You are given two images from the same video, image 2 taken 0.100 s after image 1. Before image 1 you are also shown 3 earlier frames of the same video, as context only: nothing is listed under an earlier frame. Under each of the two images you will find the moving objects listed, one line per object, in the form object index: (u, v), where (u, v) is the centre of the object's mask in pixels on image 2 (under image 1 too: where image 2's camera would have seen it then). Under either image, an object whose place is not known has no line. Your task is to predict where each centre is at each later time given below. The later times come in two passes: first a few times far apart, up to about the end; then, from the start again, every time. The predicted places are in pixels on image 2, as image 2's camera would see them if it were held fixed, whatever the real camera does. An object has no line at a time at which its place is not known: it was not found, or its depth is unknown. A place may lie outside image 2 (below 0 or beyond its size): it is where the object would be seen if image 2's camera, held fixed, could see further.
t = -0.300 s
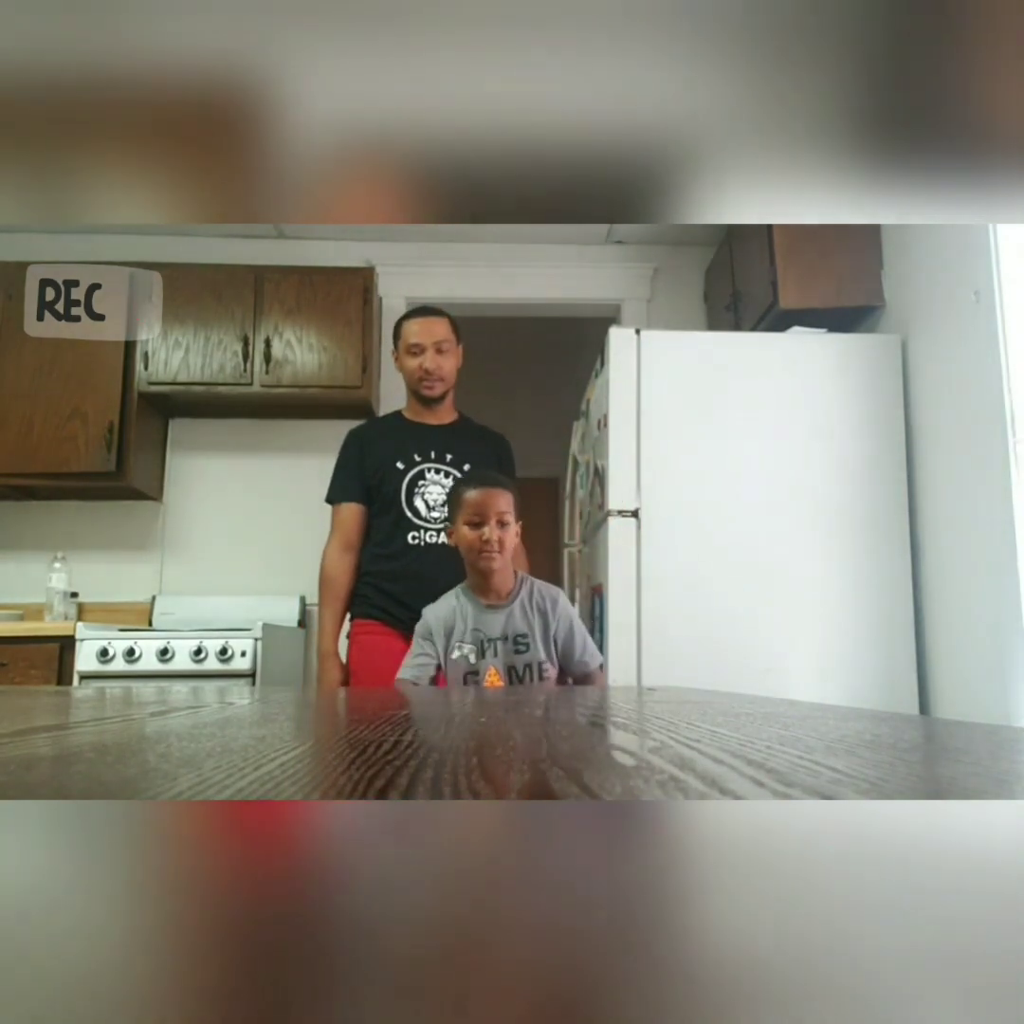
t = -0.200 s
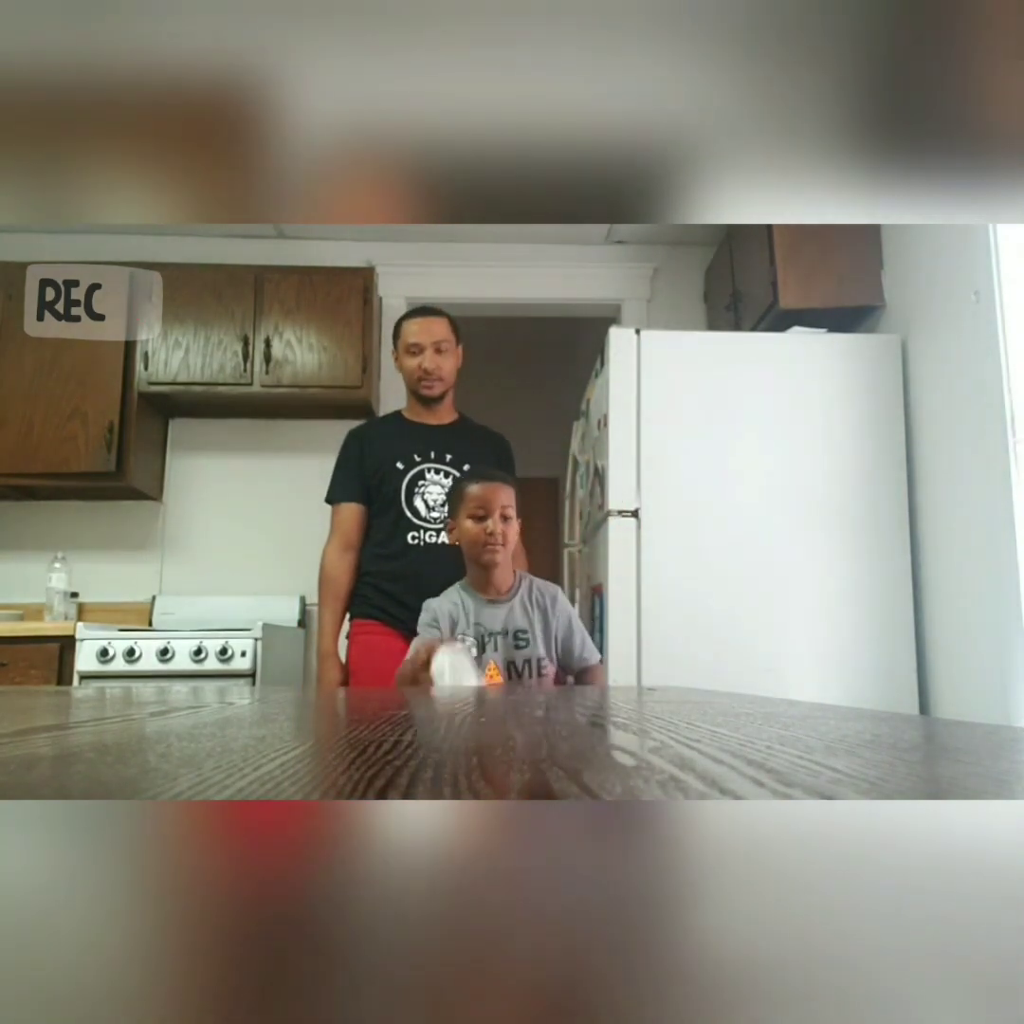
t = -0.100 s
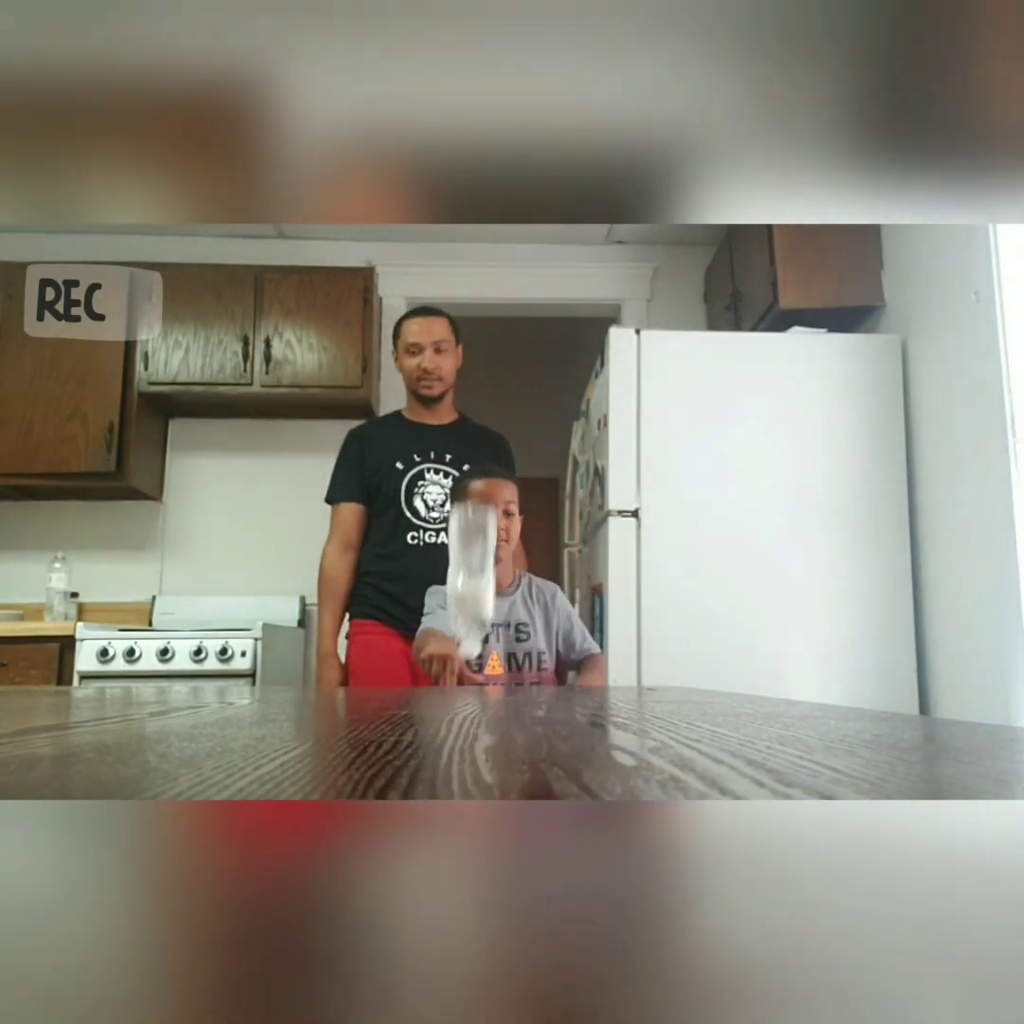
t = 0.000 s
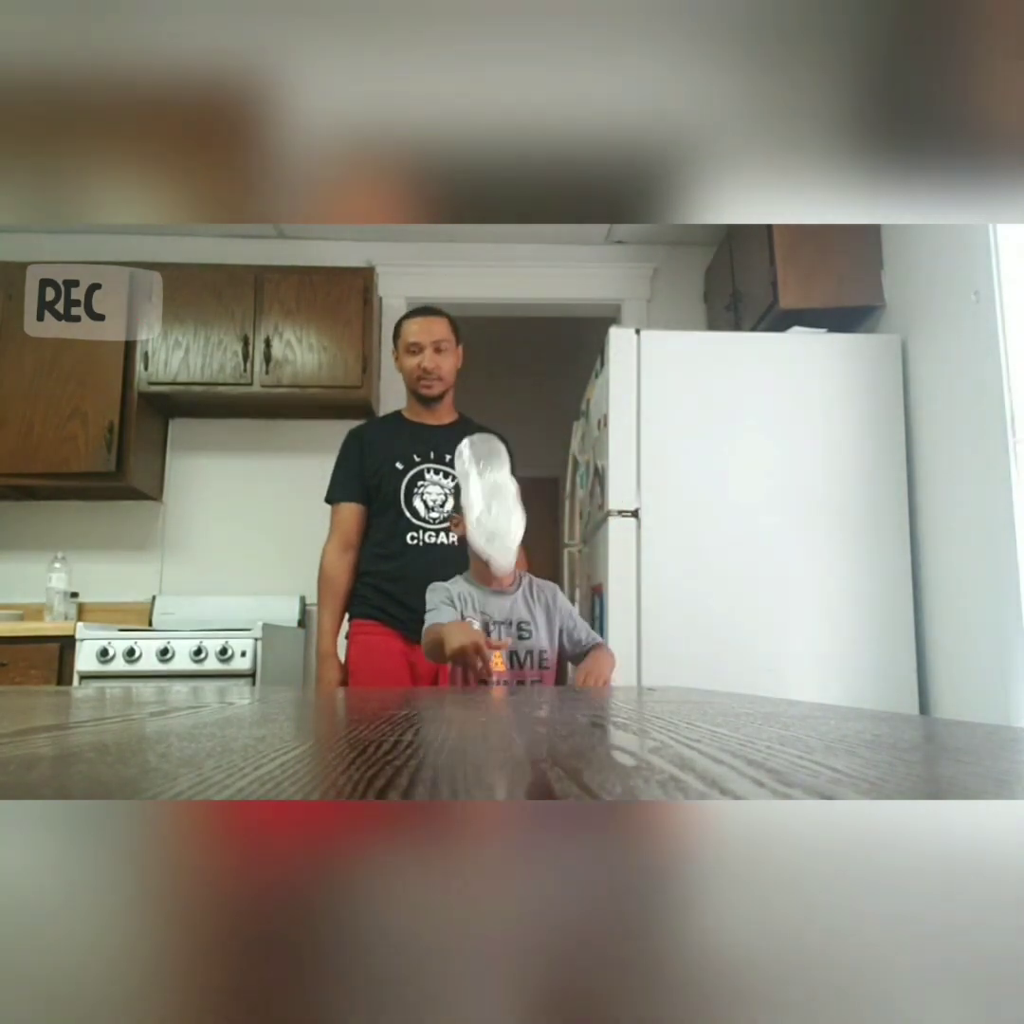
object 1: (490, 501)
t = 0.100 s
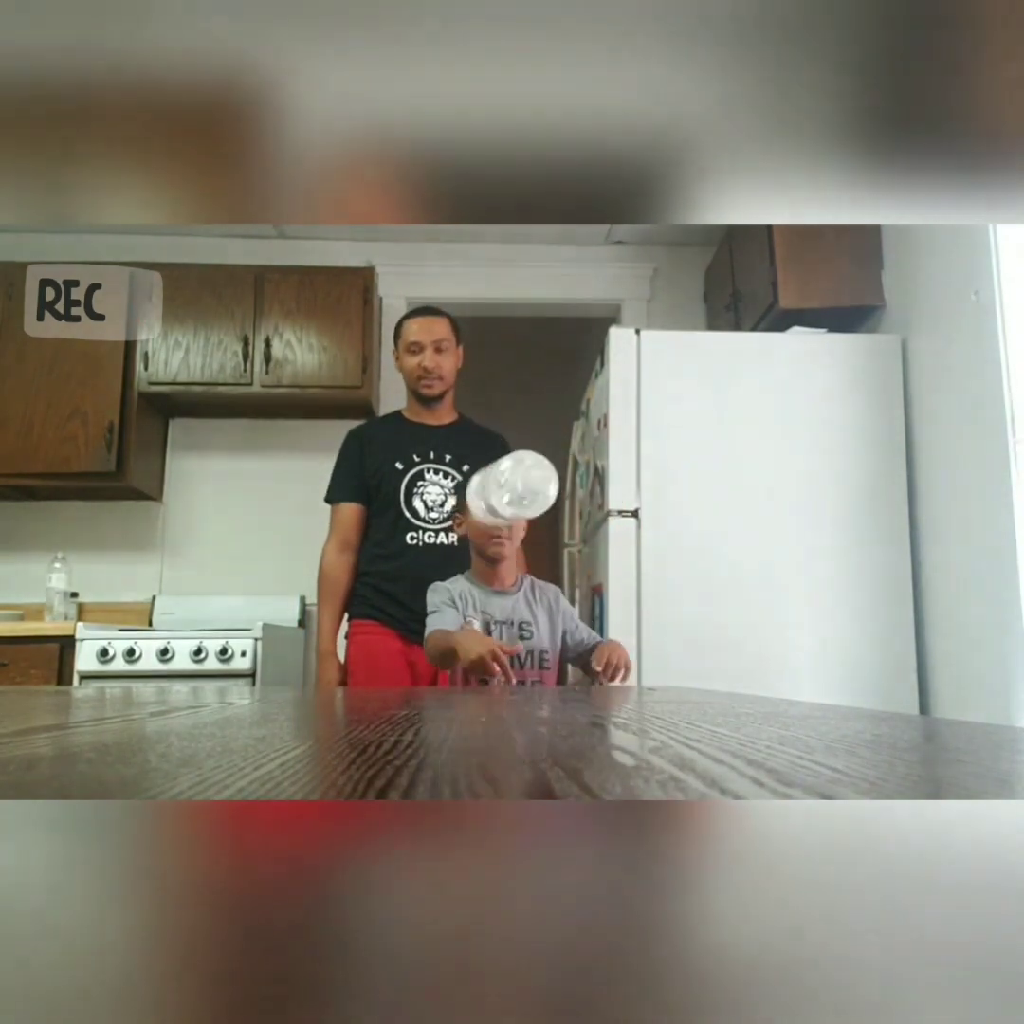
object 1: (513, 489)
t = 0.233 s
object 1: (557, 649)
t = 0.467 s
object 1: (715, 644)
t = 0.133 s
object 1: (521, 511)
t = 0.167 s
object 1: (531, 546)
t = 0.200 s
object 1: (543, 601)
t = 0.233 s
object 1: (557, 649)
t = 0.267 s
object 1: (571, 641)
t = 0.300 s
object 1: (587, 635)
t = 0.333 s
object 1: (607, 644)
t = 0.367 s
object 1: (630, 650)
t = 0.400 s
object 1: (655, 648)
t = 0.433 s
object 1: (682, 645)
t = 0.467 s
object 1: (715, 644)
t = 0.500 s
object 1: (761, 642)
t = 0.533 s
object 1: (814, 640)
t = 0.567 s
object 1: (862, 638)
